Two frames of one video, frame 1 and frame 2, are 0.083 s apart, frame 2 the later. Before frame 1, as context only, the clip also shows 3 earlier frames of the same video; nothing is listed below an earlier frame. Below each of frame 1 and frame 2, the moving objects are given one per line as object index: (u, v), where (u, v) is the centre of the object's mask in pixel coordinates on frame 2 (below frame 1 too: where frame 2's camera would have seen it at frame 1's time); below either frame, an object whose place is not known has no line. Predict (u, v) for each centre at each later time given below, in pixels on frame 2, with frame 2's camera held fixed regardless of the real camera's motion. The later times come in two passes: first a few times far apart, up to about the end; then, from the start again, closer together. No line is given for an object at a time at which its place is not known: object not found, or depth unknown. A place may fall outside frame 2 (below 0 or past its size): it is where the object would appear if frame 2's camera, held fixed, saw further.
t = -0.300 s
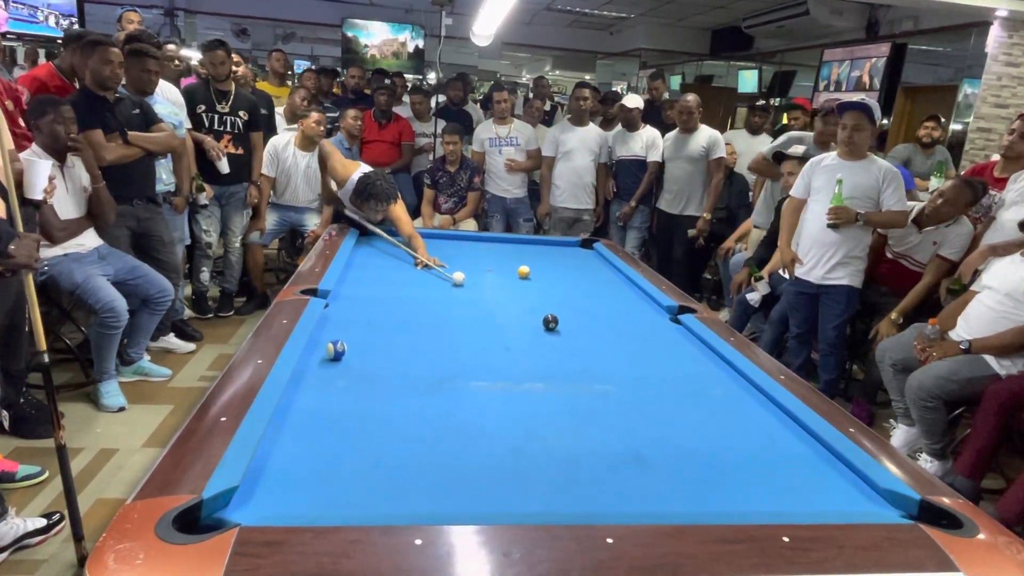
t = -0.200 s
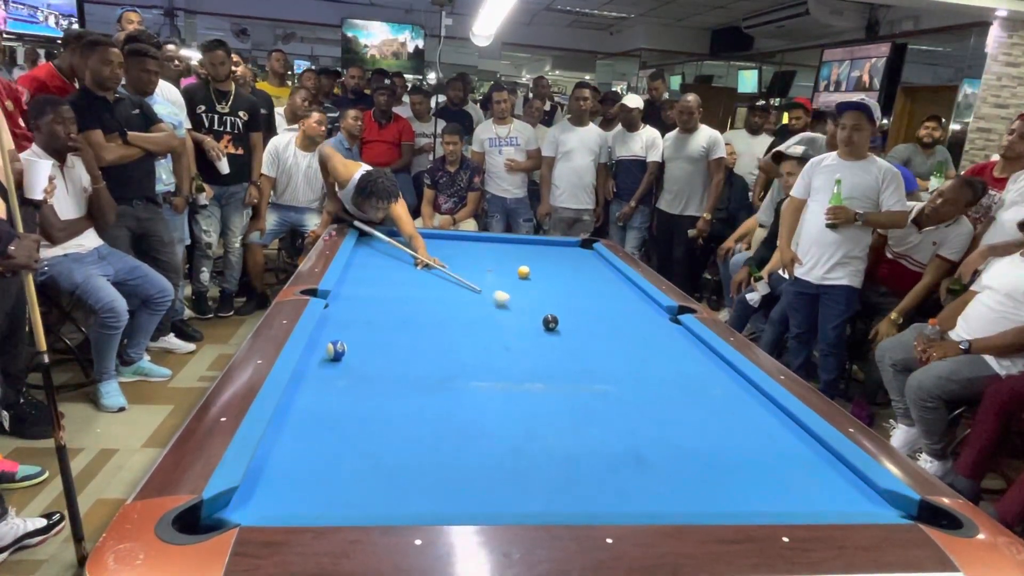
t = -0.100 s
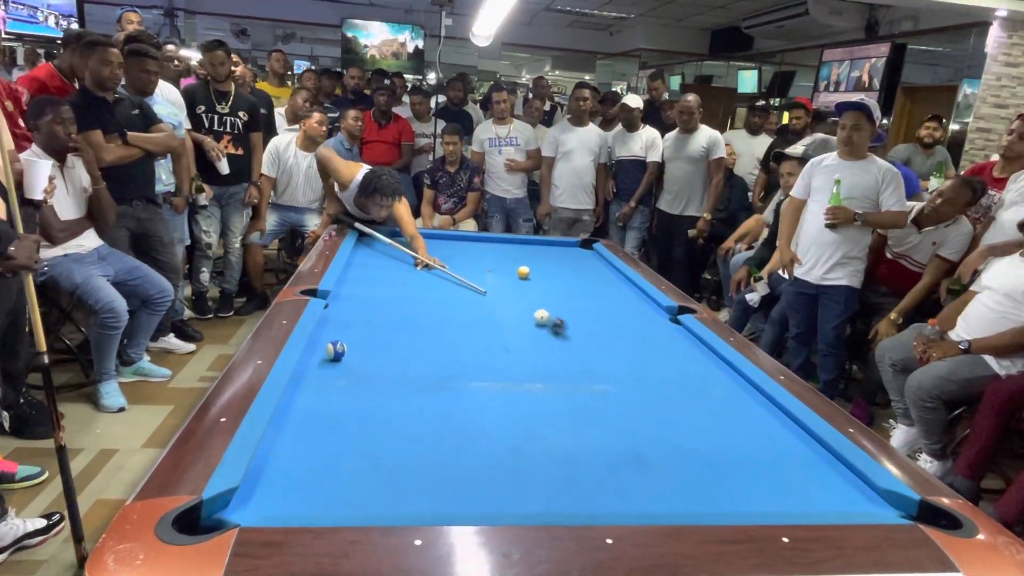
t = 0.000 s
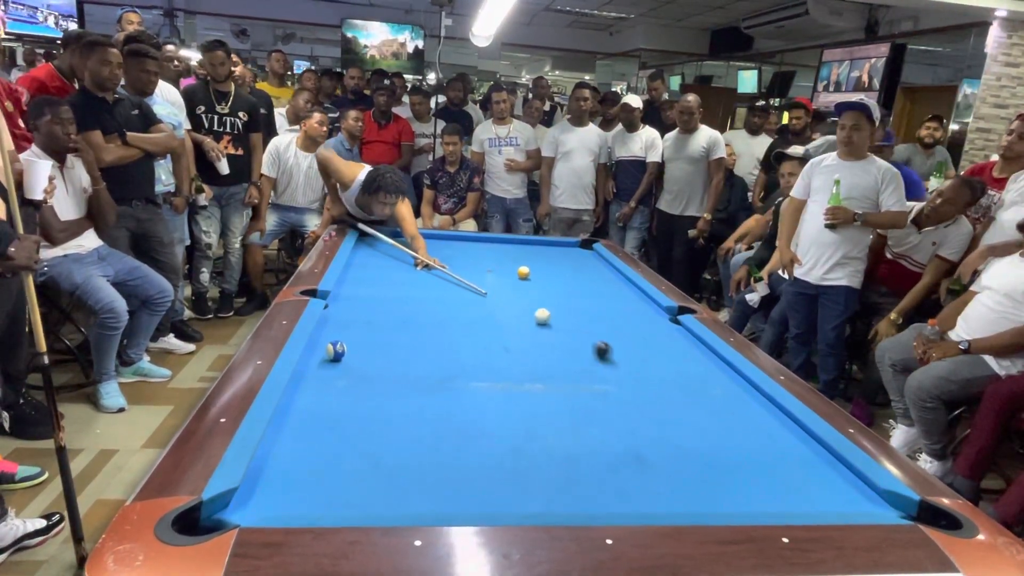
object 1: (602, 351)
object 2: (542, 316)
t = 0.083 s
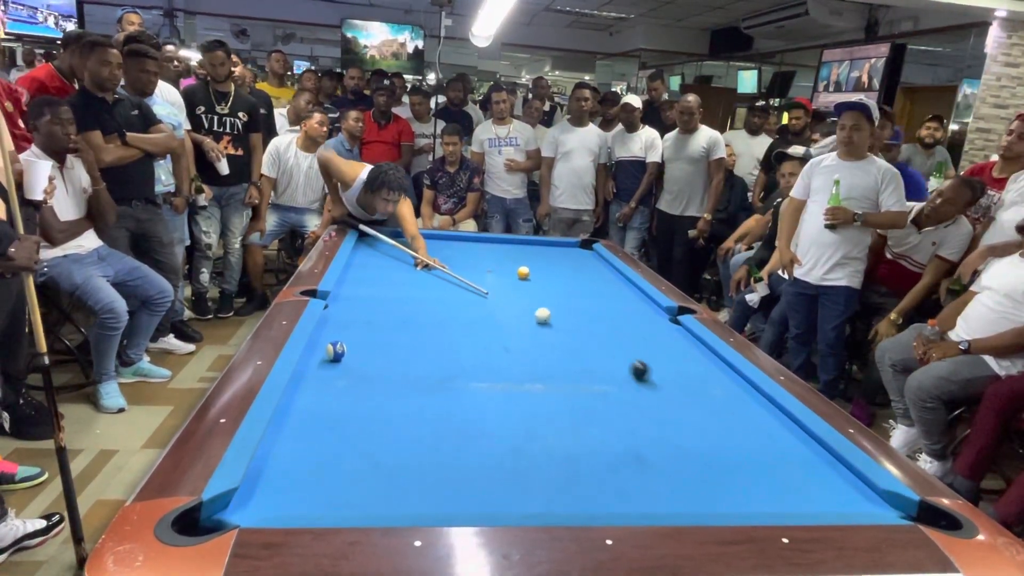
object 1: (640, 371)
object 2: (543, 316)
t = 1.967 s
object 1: (709, 498)
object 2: (548, 306)
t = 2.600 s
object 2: (547, 306)
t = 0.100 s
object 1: (648, 376)
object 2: (543, 315)
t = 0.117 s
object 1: (656, 379)
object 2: (543, 315)
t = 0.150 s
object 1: (672, 388)
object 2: (543, 315)
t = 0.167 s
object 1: (680, 393)
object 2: (543, 315)
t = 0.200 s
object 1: (699, 402)
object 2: (543, 314)
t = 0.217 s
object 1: (708, 407)
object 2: (543, 314)
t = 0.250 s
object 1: (727, 417)
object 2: (544, 314)
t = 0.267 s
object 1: (738, 423)
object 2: (544, 314)
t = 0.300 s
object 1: (758, 434)
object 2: (544, 313)
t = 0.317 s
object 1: (769, 439)
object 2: (544, 313)
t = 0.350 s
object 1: (793, 452)
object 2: (544, 313)
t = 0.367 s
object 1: (805, 458)
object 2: (544, 313)
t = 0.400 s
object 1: (830, 471)
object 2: (544, 312)
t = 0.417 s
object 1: (843, 478)
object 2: (544, 312)
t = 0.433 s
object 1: (859, 485)
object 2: (544, 312)
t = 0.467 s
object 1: (871, 498)
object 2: (545, 312)
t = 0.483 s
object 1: (874, 501)
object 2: (545, 311)
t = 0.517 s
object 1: (880, 506)
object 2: (545, 311)
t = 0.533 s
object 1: (880, 505)
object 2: (545, 311)
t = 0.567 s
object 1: (879, 502)
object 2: (545, 311)
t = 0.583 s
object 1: (878, 501)
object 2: (545, 310)
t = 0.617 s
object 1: (877, 498)
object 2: (546, 310)
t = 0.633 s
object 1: (875, 498)
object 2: (546, 310)
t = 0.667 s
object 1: (870, 498)
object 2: (546, 310)
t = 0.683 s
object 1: (868, 499)
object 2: (546, 310)
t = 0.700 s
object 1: (865, 499)
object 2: (546, 309)
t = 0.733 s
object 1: (860, 499)
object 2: (546, 309)
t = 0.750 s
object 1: (858, 499)
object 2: (546, 309)
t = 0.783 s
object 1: (853, 499)
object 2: (546, 309)
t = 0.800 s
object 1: (851, 499)
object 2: (546, 309)
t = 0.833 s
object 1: (846, 500)
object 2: (546, 308)
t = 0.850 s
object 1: (844, 500)
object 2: (546, 308)
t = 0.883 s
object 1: (839, 501)
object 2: (547, 308)
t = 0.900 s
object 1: (837, 501)
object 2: (546, 308)
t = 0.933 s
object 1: (832, 501)
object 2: (547, 308)
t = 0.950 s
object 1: (829, 501)
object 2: (547, 308)
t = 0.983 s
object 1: (825, 501)
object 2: (547, 308)
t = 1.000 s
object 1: (823, 502)
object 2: (547, 307)
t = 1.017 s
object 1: (820, 502)
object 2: (547, 307)
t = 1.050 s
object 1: (816, 502)
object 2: (547, 307)
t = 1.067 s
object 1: (813, 502)
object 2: (547, 307)
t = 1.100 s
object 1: (809, 503)
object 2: (547, 307)
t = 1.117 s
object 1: (806, 503)
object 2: (547, 307)
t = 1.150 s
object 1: (802, 503)
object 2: (547, 307)
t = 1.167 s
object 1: (799, 503)
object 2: (547, 307)
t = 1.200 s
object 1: (795, 503)
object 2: (547, 307)
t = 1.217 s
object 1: (793, 503)
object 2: (548, 306)
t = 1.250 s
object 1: (788, 502)
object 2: (548, 306)
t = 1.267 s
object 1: (787, 502)
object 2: (548, 306)
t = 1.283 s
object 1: (784, 502)
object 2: (548, 306)
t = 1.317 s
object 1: (780, 502)
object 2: (548, 306)
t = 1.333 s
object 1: (778, 502)
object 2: (548, 306)
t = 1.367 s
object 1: (774, 502)
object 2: (548, 306)
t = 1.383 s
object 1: (772, 502)
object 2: (548, 306)
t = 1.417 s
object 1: (768, 502)
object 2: (548, 306)
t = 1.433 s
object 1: (766, 502)
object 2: (548, 306)
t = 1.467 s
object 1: (762, 501)
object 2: (548, 306)
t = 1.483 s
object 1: (760, 501)
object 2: (548, 306)
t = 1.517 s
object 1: (756, 501)
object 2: (548, 306)
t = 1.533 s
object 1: (754, 501)
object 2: (548, 306)
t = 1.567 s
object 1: (750, 500)
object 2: (548, 306)
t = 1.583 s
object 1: (748, 500)
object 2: (548, 306)
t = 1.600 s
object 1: (746, 500)
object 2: (548, 306)
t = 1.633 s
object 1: (743, 500)
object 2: (548, 306)
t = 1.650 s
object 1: (740, 500)
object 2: (548, 306)
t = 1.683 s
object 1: (737, 500)
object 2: (548, 306)
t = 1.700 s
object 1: (735, 499)
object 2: (548, 306)
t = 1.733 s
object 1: (732, 499)
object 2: (548, 306)
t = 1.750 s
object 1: (730, 499)
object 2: (548, 306)
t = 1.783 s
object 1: (726, 499)
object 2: (548, 306)
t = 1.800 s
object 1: (725, 499)
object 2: (548, 306)
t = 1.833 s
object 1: (721, 499)
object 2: (548, 306)
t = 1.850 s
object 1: (720, 499)
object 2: (548, 306)
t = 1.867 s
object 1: (718, 499)
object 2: (548, 306)
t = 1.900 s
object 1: (715, 499)
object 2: (548, 306)
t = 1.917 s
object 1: (713, 498)
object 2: (548, 306)
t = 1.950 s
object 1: (710, 498)
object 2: (548, 306)
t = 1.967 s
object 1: (709, 498)
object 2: (548, 306)
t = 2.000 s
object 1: (706, 498)
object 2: (548, 306)
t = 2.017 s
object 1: (704, 498)
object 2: (548, 306)
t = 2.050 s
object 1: (701, 498)
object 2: (548, 306)
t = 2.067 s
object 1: (700, 498)
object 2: (548, 306)
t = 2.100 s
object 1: (697, 498)
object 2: (547, 306)
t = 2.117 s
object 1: (695, 498)
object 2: (548, 306)
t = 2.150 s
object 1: (693, 498)
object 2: (547, 306)
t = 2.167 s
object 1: (691, 497)
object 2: (547, 306)
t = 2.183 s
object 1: (690, 497)
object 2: (547, 306)
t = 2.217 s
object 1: (687, 497)
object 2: (548, 306)
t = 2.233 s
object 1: (686, 497)
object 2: (547, 306)
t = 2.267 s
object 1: (683, 497)
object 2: (547, 306)
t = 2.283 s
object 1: (682, 497)
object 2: (547, 306)
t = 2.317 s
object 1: (679, 497)
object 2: (547, 306)
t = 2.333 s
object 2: (547, 306)
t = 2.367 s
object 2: (547, 306)
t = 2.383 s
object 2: (547, 306)
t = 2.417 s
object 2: (547, 306)
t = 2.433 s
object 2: (547, 306)
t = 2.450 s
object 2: (547, 306)
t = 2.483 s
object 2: (547, 306)
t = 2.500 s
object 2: (547, 306)
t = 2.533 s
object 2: (547, 306)
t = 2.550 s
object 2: (547, 306)
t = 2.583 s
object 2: (547, 306)
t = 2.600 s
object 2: (547, 306)
